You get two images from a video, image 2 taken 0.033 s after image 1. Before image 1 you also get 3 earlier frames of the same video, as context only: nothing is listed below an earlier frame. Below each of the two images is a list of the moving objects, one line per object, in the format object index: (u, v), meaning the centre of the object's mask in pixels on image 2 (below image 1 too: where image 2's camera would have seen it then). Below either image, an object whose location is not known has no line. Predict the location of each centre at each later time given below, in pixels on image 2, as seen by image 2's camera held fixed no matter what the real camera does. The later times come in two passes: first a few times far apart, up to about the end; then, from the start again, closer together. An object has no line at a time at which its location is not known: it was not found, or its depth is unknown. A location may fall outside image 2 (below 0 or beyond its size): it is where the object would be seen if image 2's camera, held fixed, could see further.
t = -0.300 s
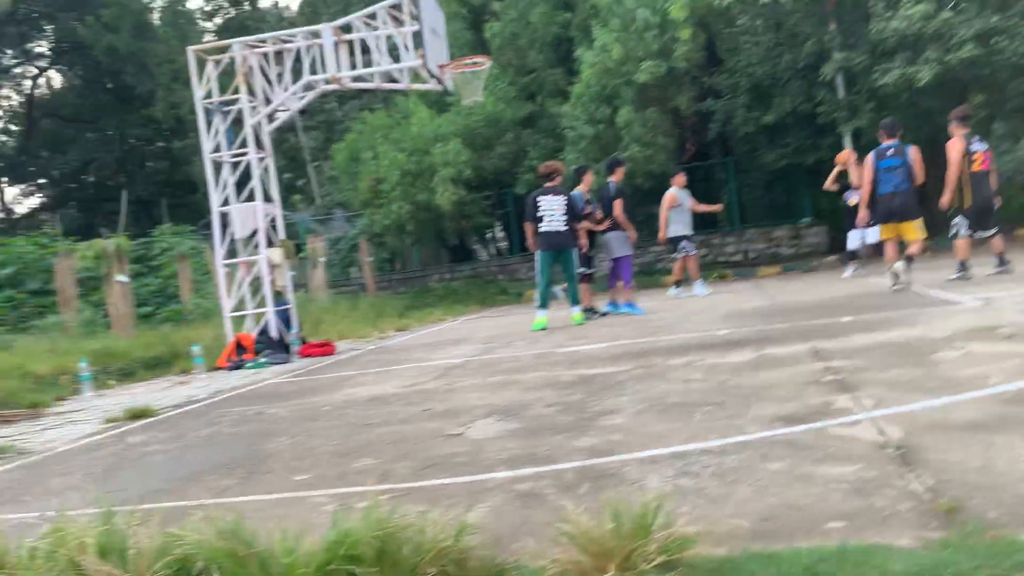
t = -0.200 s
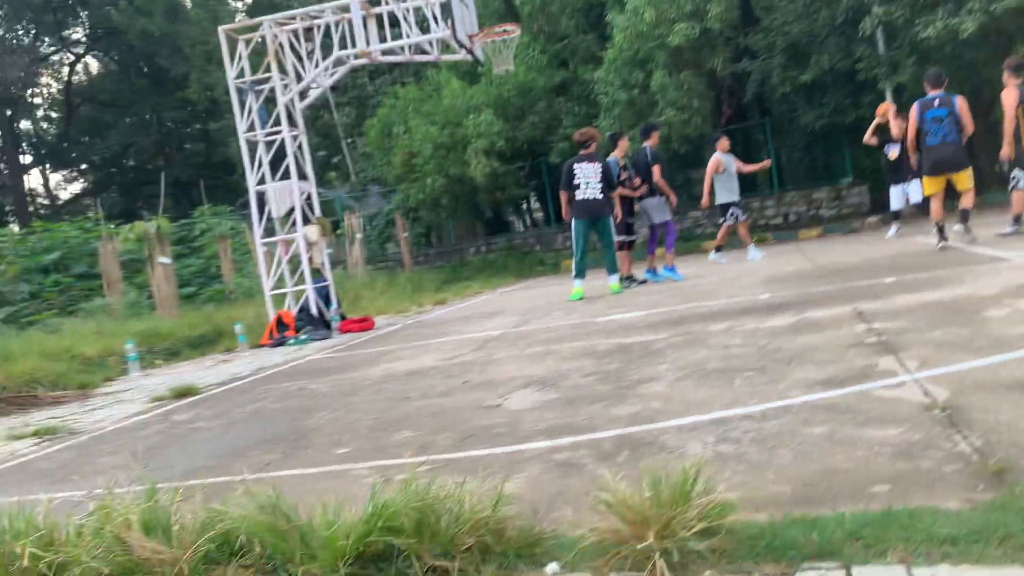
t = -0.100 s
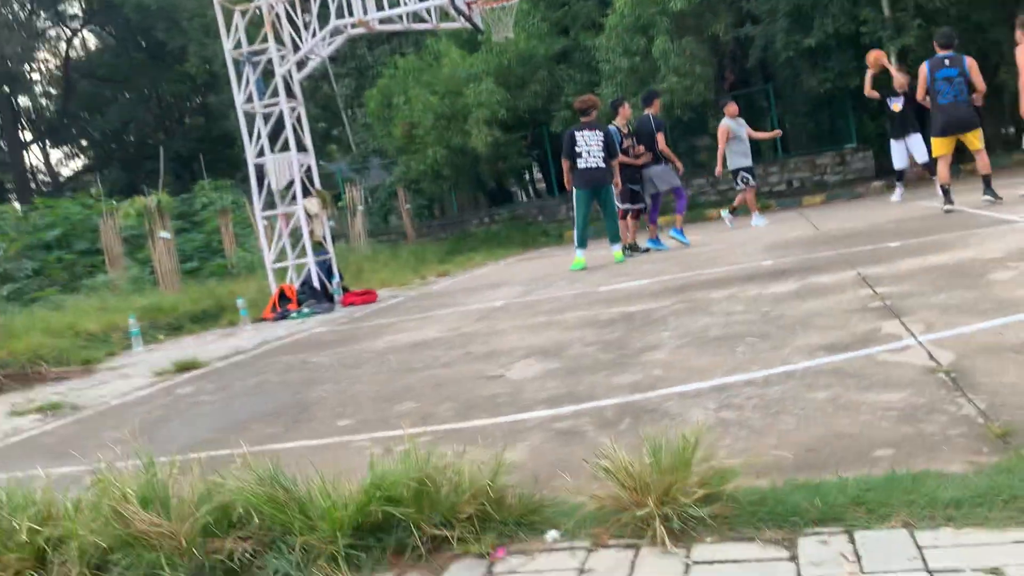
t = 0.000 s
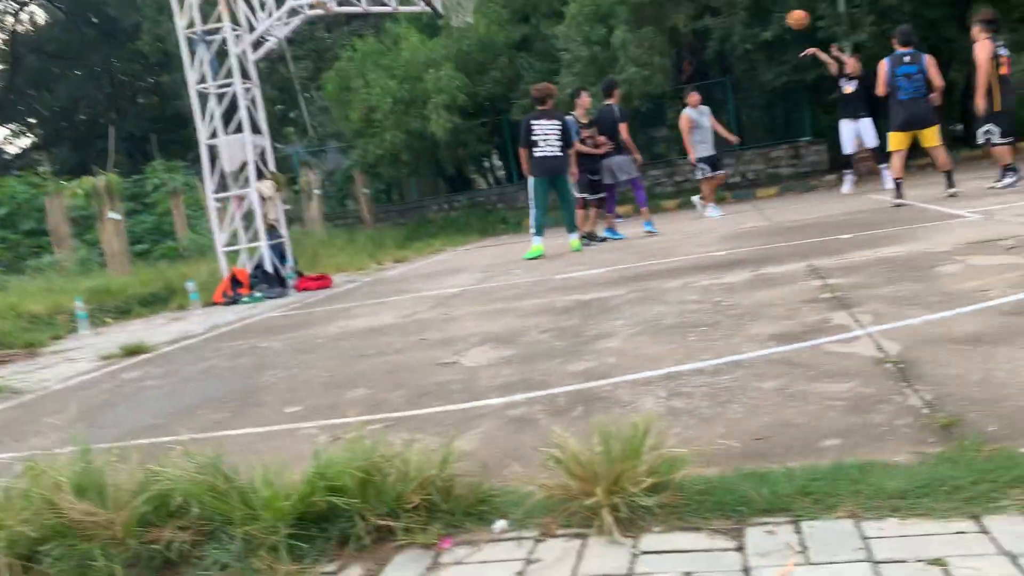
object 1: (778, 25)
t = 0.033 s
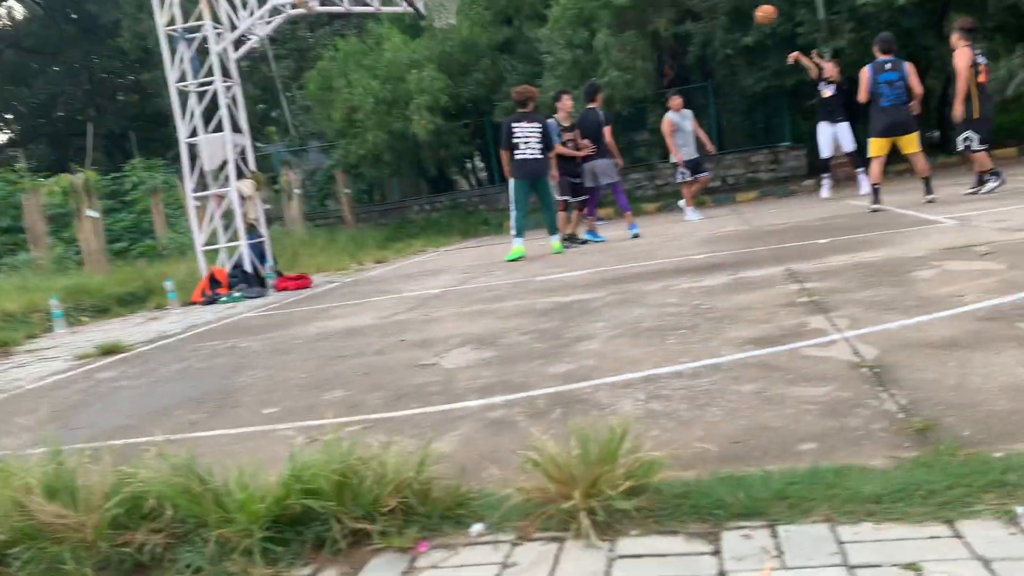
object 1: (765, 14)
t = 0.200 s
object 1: (701, -30)
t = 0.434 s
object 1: (611, -59)
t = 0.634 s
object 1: (533, -46)
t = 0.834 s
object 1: (456, 3)
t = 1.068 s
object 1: (365, 110)
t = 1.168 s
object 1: (328, 173)
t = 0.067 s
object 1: (753, 4)
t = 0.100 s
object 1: (740, -6)
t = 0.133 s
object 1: (727, -15)
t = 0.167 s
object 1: (714, -23)
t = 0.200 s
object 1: (701, -30)
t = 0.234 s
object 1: (688, -36)
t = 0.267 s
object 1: (676, -43)
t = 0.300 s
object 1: (663, -48)
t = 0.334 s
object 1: (650, -52)
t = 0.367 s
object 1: (637, -55)
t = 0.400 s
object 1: (624, -58)
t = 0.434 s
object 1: (611, -59)
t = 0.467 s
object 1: (598, -60)
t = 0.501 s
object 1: (585, -59)
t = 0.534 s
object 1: (571, -58)
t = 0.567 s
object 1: (559, -55)
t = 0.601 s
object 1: (546, -51)
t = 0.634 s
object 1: (533, -46)
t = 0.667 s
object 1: (520, -41)
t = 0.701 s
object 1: (507, -34)
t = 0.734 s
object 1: (494, -27)
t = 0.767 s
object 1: (481, -18)
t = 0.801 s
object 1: (469, -8)
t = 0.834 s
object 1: (456, 3)
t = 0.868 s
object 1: (443, 15)
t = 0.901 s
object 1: (430, 28)
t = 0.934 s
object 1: (417, 41)
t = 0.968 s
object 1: (405, 57)
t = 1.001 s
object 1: (392, 74)
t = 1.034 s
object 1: (379, 91)
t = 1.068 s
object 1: (365, 110)
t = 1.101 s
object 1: (353, 130)
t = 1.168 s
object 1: (328, 173)
